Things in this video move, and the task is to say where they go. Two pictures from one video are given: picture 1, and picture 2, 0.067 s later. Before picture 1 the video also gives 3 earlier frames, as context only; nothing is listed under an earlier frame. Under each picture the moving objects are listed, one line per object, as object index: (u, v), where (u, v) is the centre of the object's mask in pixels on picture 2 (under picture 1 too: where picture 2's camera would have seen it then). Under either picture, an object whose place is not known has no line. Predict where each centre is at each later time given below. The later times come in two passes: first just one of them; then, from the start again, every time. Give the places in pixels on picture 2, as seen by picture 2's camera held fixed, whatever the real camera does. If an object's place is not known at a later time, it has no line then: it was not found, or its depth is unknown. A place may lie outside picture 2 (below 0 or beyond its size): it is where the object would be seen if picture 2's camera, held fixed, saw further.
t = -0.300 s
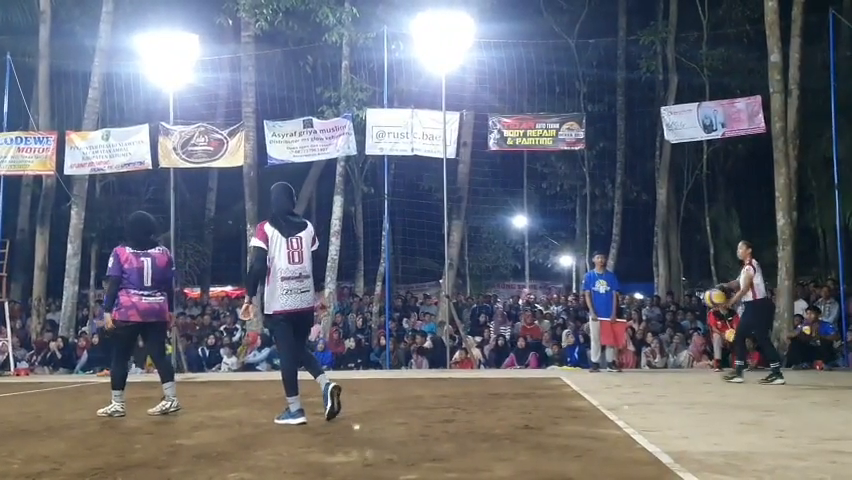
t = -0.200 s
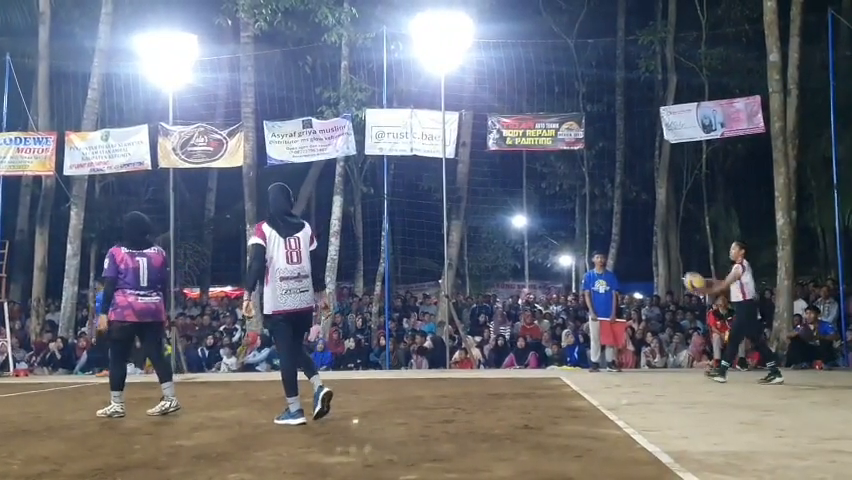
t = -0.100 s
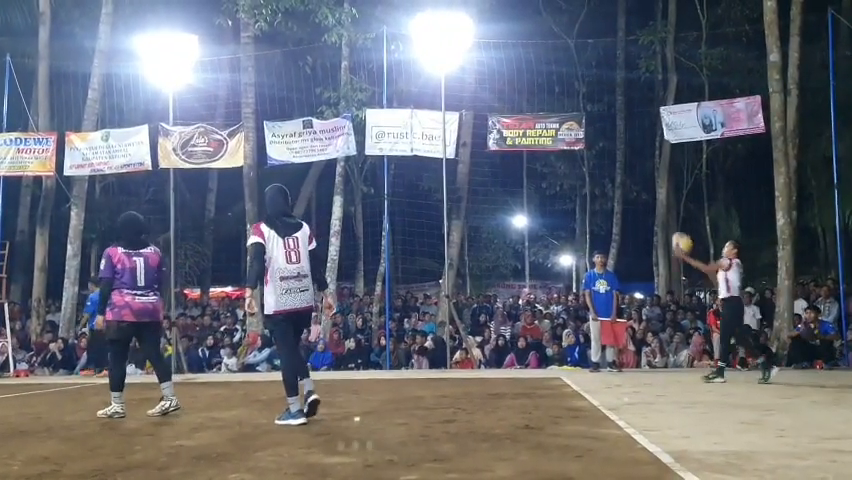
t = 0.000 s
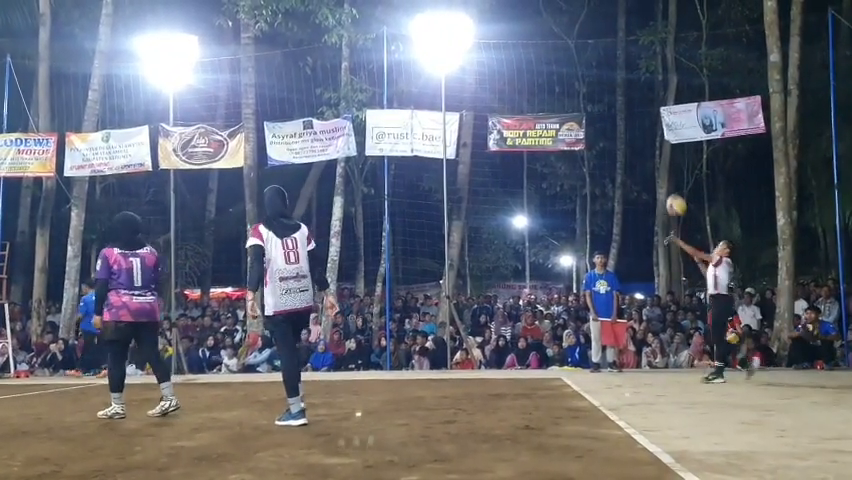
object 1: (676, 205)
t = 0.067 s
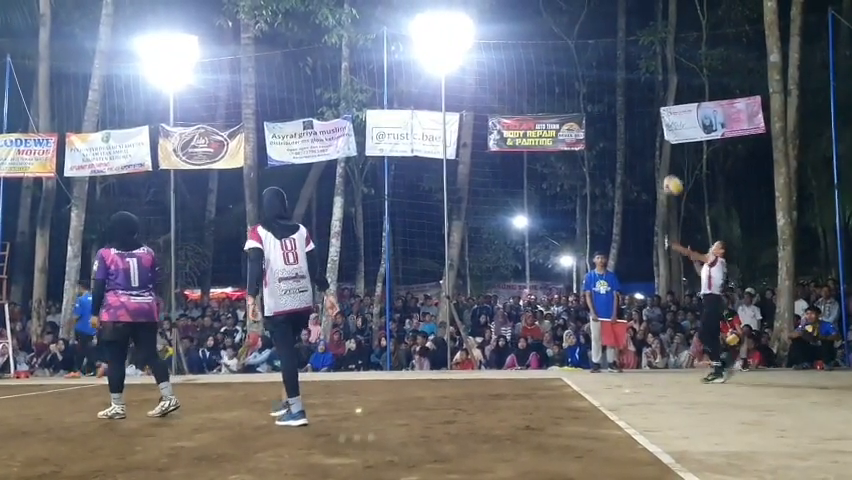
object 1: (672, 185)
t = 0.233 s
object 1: (664, 152)
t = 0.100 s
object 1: (671, 177)
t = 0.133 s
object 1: (669, 169)
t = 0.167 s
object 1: (667, 163)
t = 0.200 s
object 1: (666, 157)
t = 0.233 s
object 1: (664, 152)
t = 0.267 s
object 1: (663, 149)
